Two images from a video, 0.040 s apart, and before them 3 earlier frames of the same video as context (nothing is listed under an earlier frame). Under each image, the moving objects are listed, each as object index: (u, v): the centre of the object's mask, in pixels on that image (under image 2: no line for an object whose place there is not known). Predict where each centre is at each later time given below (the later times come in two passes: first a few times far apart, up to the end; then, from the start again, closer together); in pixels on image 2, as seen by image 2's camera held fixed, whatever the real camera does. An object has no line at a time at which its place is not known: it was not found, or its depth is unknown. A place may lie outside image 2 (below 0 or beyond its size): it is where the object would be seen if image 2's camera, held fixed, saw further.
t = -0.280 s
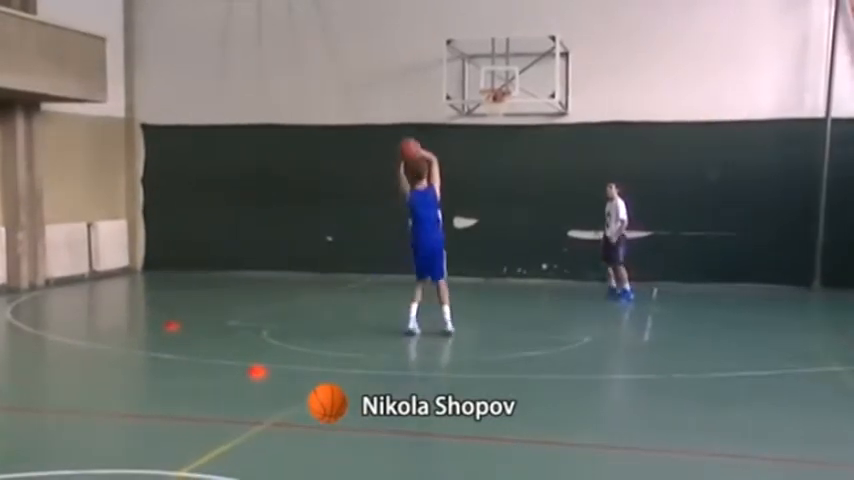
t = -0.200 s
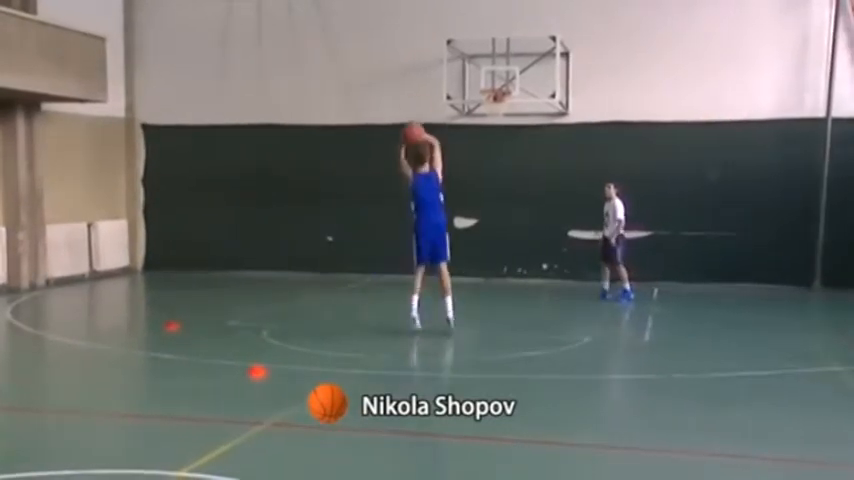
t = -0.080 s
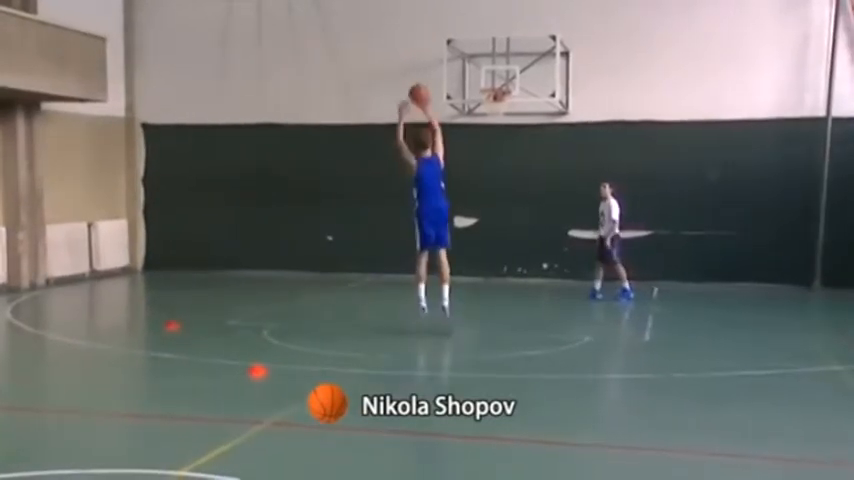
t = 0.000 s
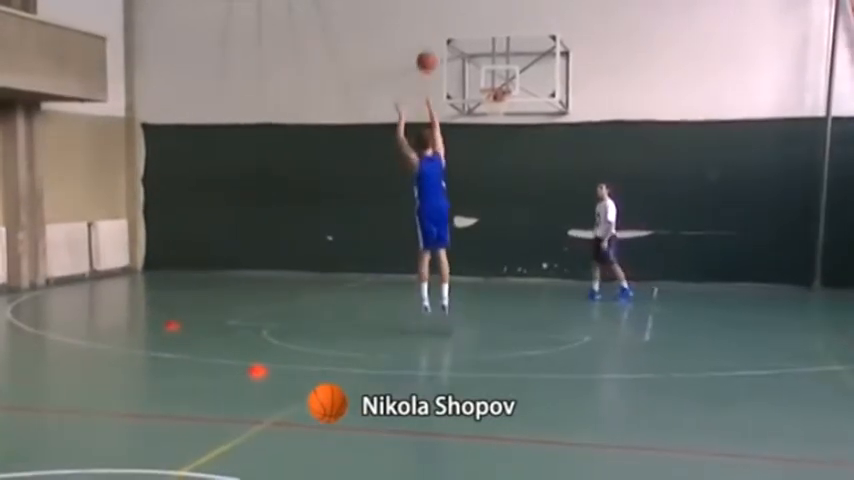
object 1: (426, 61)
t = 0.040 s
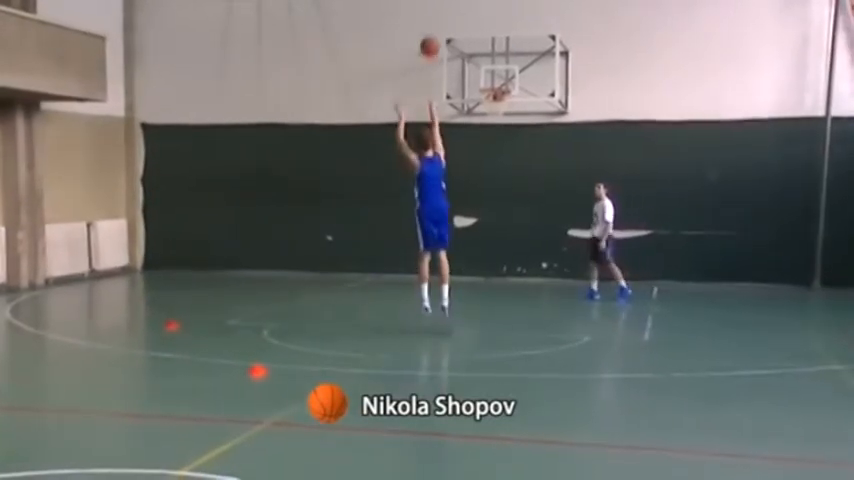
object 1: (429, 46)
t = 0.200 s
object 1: (444, 9)
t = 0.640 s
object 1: (473, 12)
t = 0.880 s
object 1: (483, 68)
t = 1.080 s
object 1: (500, 111)
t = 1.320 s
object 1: (529, 147)
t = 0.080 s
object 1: (433, 34)
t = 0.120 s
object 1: (437, 23)
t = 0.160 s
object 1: (440, 14)
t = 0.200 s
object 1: (444, 9)
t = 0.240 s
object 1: (446, 6)
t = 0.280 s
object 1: (450, 4)
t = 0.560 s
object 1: (468, 6)
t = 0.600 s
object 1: (470, 8)
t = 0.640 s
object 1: (473, 12)
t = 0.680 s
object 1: (475, 19)
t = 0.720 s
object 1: (477, 27)
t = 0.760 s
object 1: (479, 36)
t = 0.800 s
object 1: (480, 46)
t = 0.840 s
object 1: (481, 57)
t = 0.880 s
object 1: (483, 68)
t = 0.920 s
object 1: (485, 80)
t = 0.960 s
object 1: (487, 92)
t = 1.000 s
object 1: (492, 99)
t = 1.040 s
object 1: (495, 110)
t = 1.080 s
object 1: (500, 111)
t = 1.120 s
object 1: (505, 115)
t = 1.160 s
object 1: (508, 118)
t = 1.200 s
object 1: (515, 123)
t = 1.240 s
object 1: (520, 129)
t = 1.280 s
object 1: (525, 138)
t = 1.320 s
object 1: (529, 147)
